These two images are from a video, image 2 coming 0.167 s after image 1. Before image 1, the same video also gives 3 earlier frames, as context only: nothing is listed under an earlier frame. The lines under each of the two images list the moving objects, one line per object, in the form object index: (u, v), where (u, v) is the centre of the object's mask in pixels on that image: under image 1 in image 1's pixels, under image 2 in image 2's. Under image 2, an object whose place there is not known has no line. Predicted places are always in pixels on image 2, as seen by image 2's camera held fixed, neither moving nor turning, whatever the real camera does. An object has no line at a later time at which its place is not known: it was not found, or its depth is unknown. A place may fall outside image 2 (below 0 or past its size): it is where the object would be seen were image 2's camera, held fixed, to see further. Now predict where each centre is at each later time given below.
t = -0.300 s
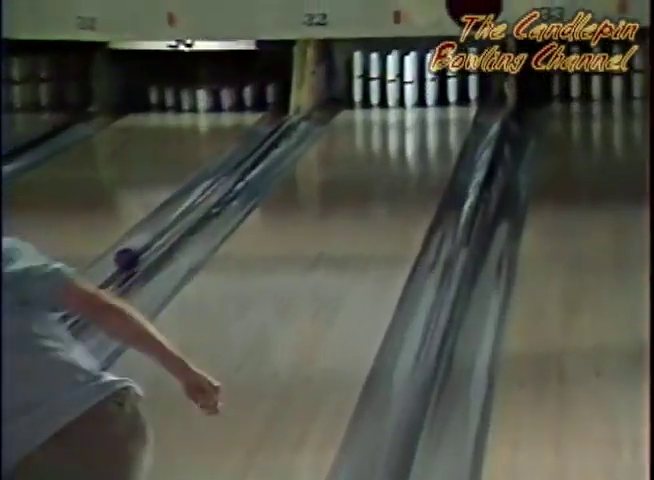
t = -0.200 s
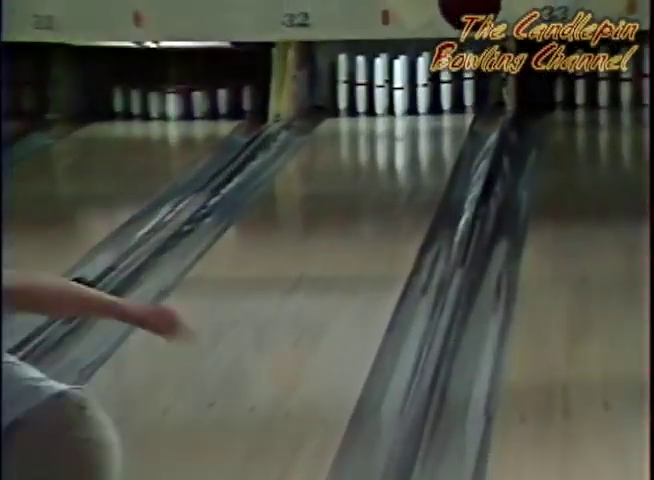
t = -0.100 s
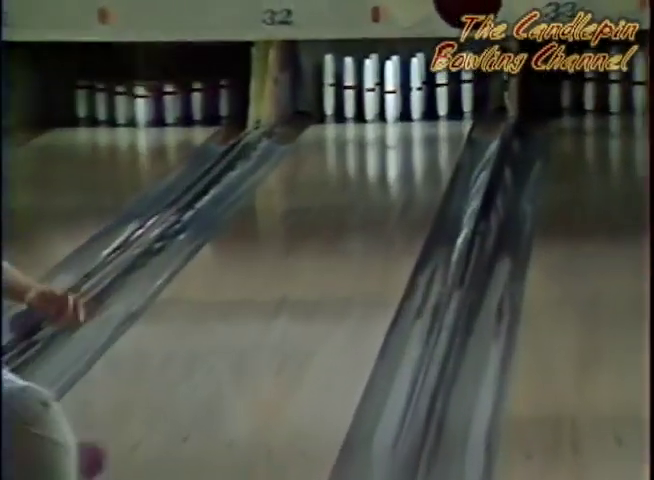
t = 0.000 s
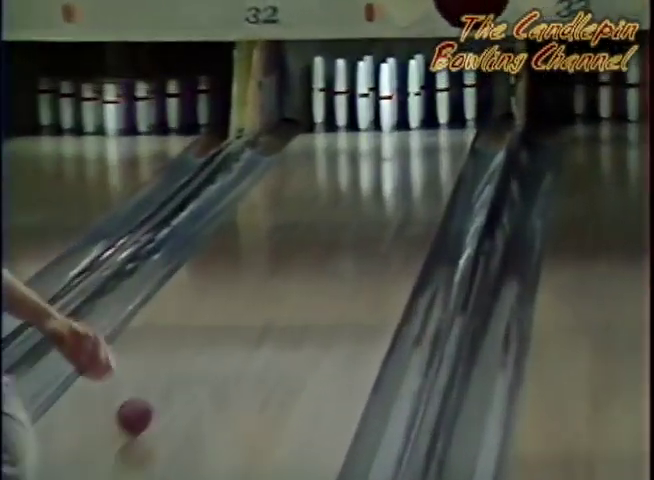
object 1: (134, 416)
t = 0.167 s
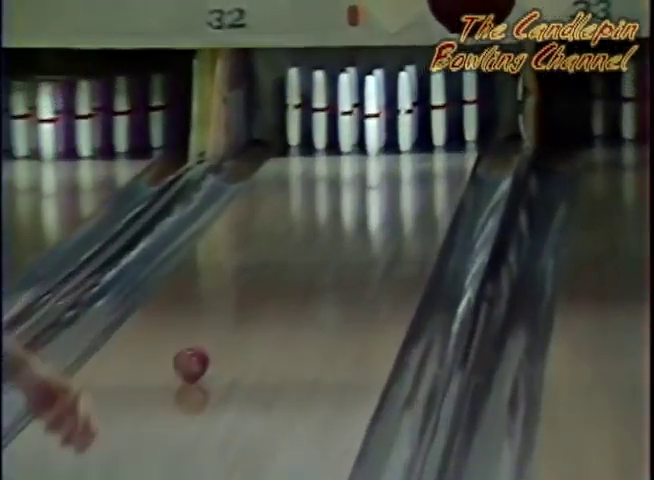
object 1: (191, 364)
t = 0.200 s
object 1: (210, 345)
